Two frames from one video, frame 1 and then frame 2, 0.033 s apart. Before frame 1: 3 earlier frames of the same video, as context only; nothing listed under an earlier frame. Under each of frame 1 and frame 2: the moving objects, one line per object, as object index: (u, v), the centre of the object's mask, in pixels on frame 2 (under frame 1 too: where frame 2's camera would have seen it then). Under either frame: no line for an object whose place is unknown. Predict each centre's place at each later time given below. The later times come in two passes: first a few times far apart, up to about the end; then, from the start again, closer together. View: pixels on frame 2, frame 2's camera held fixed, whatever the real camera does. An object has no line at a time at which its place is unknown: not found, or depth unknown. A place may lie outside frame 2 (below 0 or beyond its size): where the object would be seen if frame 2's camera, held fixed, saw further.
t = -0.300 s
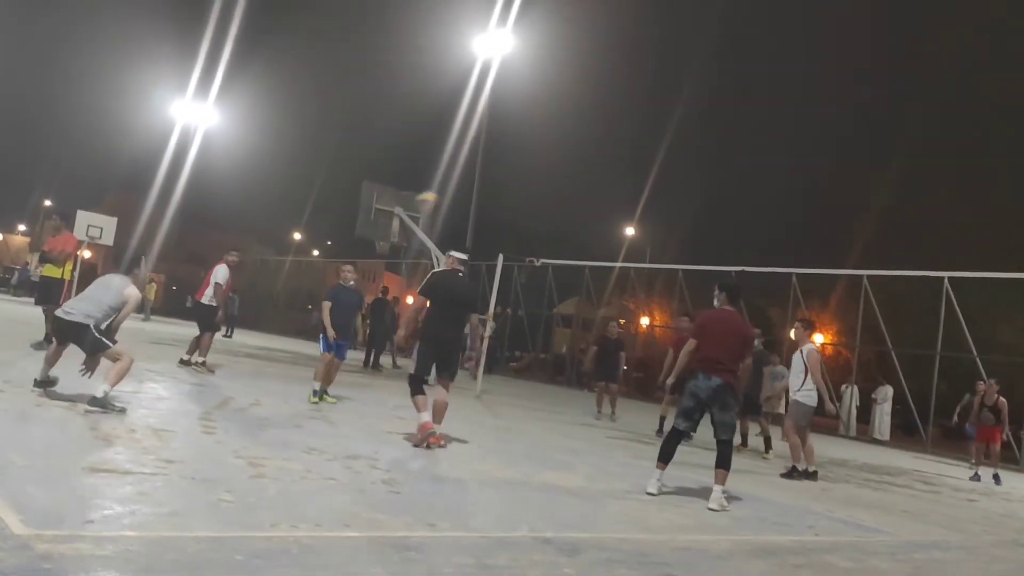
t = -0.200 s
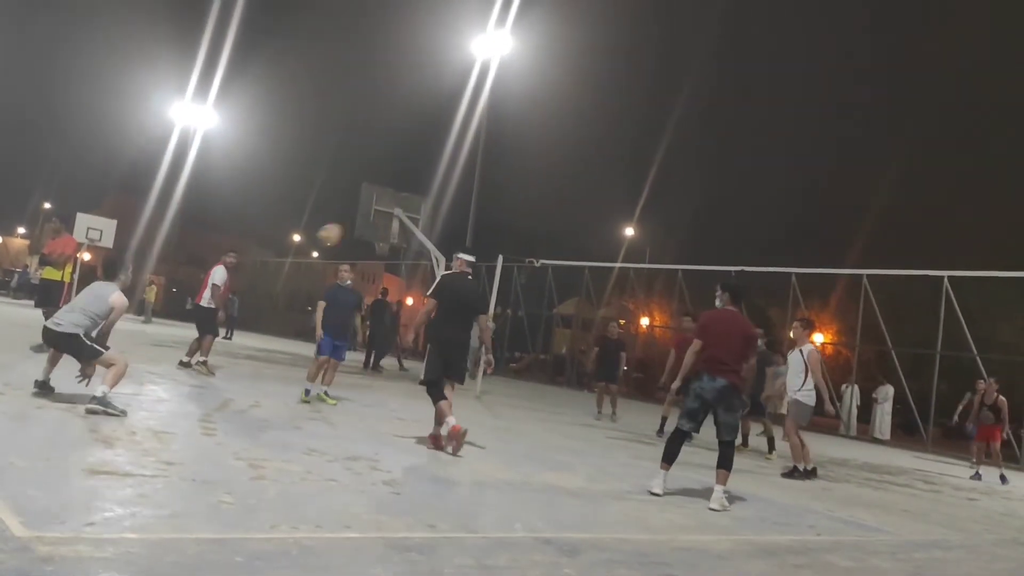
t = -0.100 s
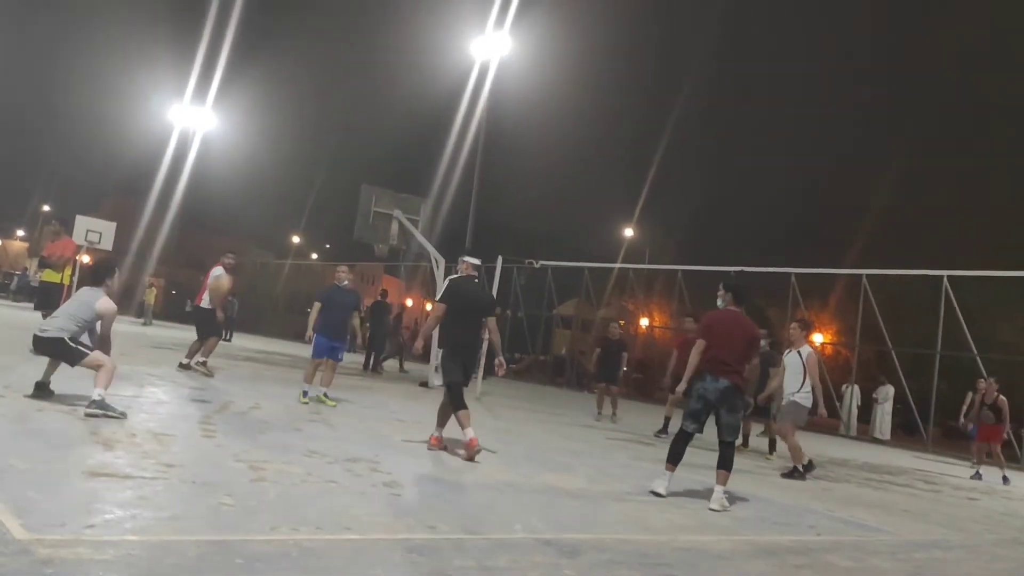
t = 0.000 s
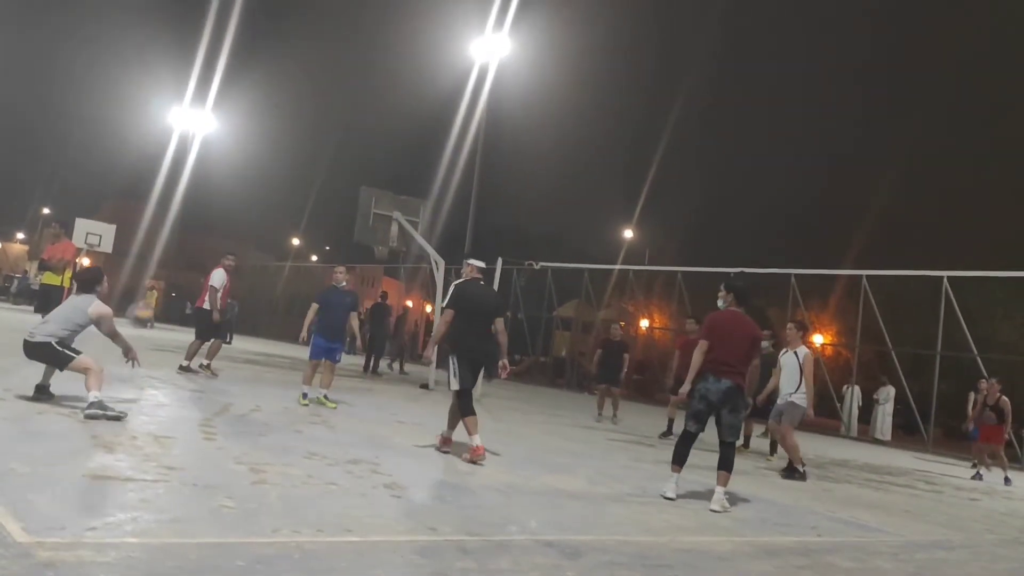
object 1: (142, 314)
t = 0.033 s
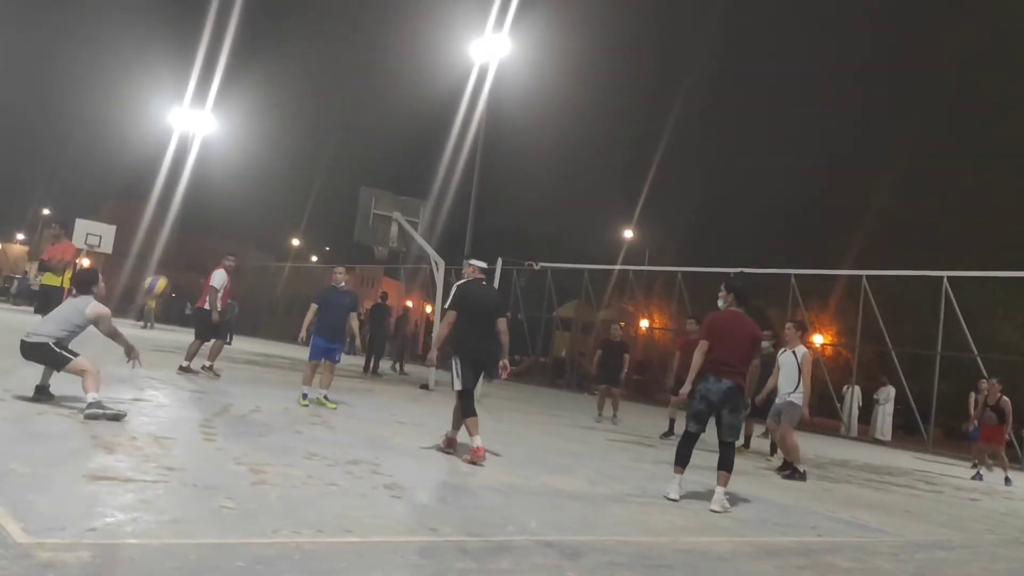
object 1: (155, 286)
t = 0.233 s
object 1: (244, 156)
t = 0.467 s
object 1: (321, 72)
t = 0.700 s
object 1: (384, 42)
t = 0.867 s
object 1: (420, 53)
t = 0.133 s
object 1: (202, 215)
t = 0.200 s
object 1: (230, 173)
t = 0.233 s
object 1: (244, 156)
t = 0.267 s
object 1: (255, 142)
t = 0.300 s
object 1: (267, 126)
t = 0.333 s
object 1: (279, 113)
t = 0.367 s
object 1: (290, 100)
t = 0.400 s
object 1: (301, 90)
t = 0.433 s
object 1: (311, 80)
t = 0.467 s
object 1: (321, 72)
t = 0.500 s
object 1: (331, 64)
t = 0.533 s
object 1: (340, 58)
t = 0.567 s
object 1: (350, 52)
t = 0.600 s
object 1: (359, 47)
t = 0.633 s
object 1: (367, 45)
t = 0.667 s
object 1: (375, 43)
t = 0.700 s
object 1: (384, 42)
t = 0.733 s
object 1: (391, 42)
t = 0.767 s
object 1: (399, 43)
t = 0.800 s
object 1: (405, 46)
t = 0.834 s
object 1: (413, 49)
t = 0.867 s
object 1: (420, 53)
